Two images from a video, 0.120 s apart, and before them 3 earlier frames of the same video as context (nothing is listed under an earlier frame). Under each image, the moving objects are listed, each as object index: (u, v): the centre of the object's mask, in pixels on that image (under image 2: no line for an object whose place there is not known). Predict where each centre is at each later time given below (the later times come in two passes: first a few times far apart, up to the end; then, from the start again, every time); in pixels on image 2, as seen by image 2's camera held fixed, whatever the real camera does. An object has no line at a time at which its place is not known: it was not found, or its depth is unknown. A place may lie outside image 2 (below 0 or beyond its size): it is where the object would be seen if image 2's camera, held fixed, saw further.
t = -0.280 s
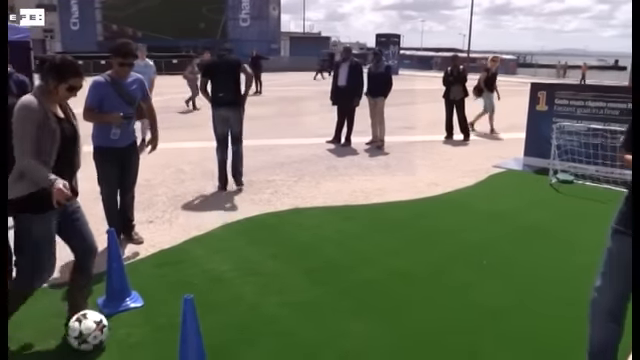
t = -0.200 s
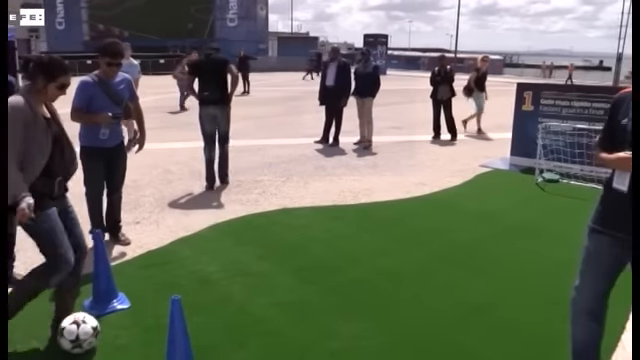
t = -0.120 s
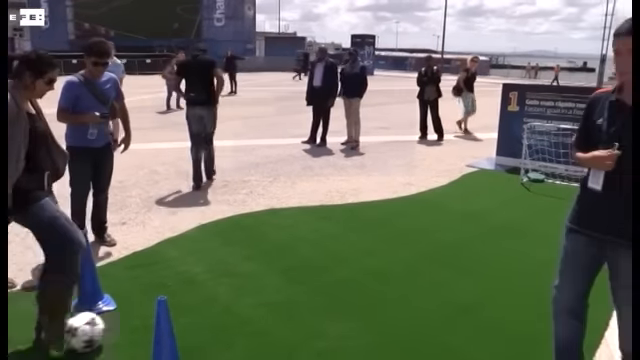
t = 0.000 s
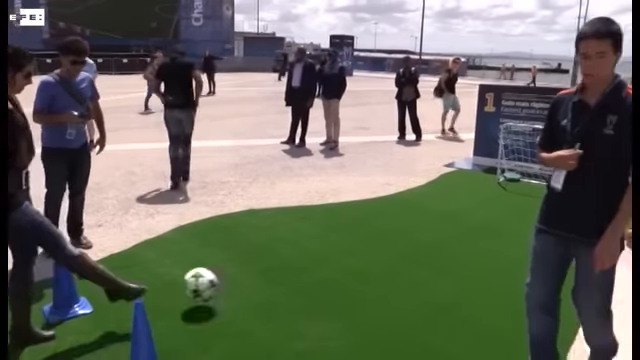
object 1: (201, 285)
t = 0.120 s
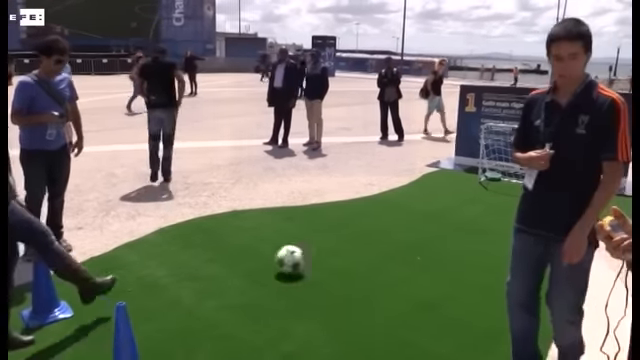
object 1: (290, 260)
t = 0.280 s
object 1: (380, 228)
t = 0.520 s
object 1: (457, 201)
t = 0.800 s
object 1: (507, 184)
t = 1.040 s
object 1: (534, 159)
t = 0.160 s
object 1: (316, 249)
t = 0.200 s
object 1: (340, 240)
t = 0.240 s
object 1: (360, 233)
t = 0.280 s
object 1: (380, 228)
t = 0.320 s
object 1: (395, 222)
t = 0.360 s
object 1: (410, 216)
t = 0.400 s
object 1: (424, 212)
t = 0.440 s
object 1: (436, 209)
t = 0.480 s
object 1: (447, 206)
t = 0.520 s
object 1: (457, 201)
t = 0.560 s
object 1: (466, 199)
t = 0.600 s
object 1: (475, 196)
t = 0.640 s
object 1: (483, 194)
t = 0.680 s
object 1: (490, 190)
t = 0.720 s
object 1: (496, 188)
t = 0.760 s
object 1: (502, 186)
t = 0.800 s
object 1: (507, 184)
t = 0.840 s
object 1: (514, 182)
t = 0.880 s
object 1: (520, 180)
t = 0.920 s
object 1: (525, 178)
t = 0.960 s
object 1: (531, 175)
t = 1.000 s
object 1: (534, 166)
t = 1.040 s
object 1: (534, 159)
